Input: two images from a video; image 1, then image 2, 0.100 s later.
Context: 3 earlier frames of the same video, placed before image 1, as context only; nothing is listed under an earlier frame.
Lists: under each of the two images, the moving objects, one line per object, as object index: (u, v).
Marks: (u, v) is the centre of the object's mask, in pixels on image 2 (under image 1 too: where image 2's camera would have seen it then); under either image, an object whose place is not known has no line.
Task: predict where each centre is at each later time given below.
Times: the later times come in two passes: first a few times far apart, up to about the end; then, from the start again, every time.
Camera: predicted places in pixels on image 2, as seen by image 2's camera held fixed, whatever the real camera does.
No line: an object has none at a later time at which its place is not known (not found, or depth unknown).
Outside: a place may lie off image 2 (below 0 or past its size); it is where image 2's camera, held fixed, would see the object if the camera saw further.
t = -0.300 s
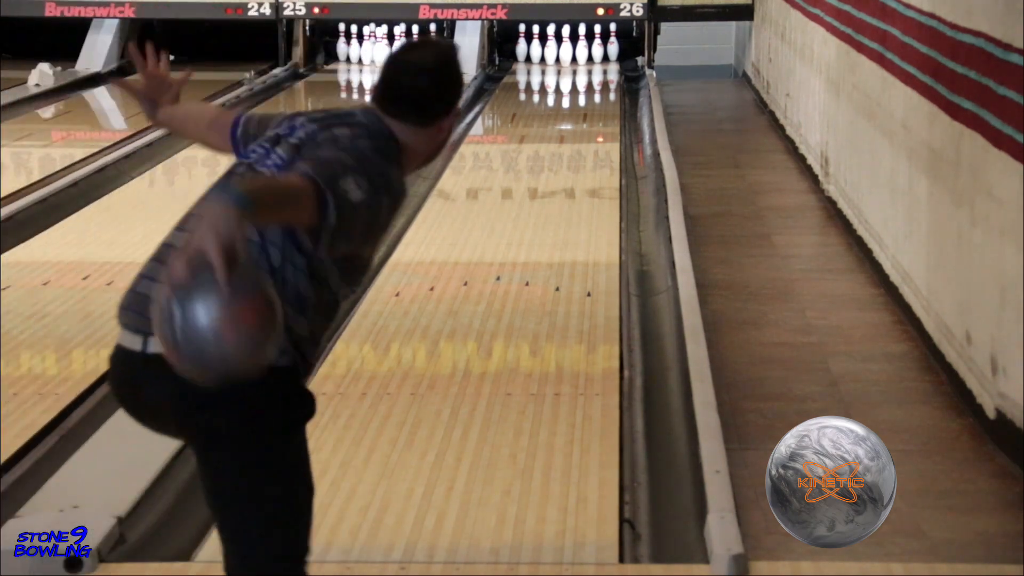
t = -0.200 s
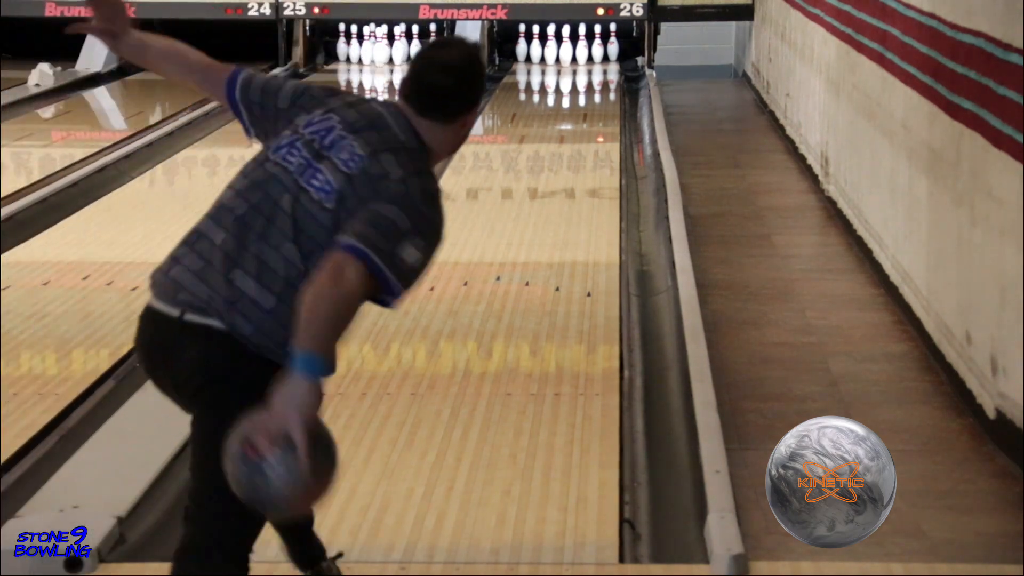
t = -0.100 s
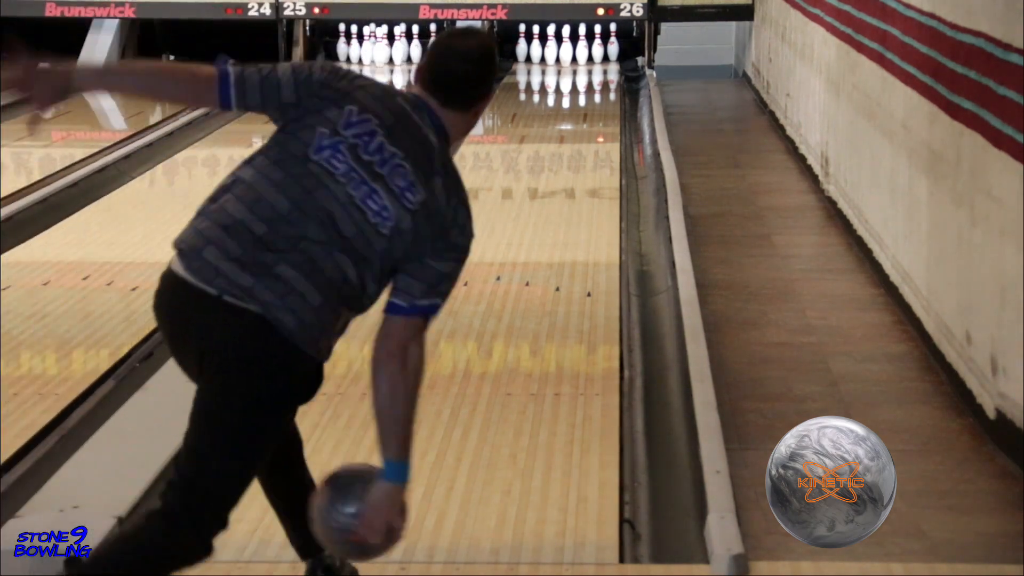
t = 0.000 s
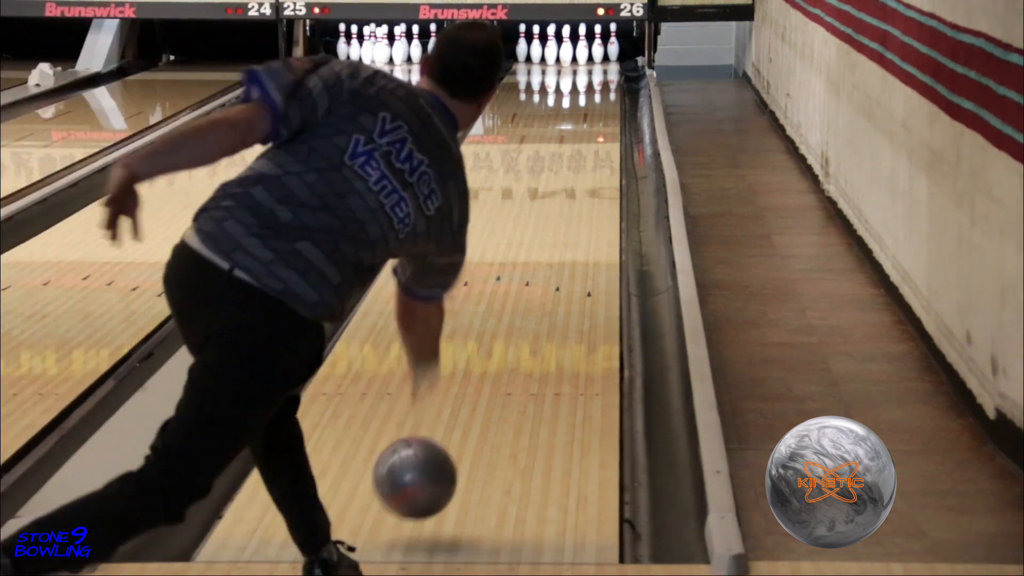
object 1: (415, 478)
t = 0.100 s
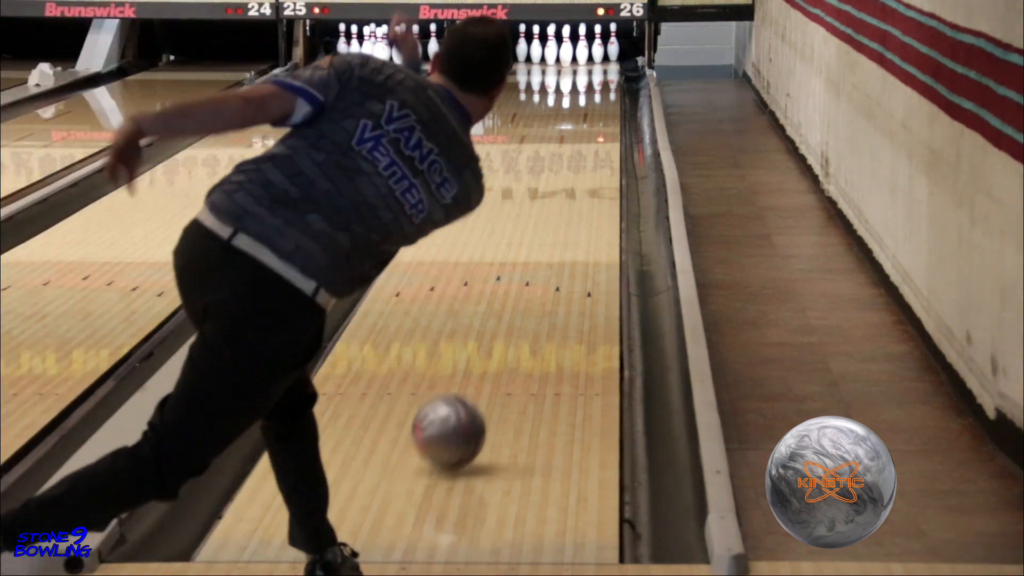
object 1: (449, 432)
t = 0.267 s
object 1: (490, 349)
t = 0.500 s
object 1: (529, 270)
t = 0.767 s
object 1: (558, 193)
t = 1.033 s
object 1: (577, 161)
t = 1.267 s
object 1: (588, 130)
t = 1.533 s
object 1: (594, 103)
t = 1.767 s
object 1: (595, 85)
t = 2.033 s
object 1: (587, 69)
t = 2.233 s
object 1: (575, 60)
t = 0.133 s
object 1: (459, 408)
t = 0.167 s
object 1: (467, 390)
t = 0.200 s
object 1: (476, 377)
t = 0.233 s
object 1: (483, 365)
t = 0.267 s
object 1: (490, 349)
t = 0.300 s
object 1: (497, 337)
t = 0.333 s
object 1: (503, 325)
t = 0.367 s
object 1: (509, 312)
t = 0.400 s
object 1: (514, 300)
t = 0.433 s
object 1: (520, 289)
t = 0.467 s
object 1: (525, 279)
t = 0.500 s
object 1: (529, 270)
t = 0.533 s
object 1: (533, 260)
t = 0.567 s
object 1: (537, 251)
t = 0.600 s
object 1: (541, 243)
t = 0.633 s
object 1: (545, 235)
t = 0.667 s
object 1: (548, 227)
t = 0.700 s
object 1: (553, 223)
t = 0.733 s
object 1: (556, 225)
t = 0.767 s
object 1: (558, 193)
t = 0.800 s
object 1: (560, 195)
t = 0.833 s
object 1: (564, 194)
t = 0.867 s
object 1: (566, 188)
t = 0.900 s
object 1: (568, 182)
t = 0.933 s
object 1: (571, 176)
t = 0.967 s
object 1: (573, 171)
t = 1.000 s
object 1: (575, 166)
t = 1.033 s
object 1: (577, 161)
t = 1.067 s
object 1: (579, 156)
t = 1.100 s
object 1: (580, 151)
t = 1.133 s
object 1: (582, 146)
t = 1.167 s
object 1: (584, 142)
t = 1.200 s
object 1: (586, 138)
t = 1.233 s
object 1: (587, 134)
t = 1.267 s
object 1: (588, 130)
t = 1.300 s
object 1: (589, 126)
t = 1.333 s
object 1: (590, 122)
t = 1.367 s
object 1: (591, 119)
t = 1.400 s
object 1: (592, 116)
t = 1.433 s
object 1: (593, 113)
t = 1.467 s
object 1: (594, 110)
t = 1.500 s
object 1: (594, 106)
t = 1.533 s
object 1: (594, 103)
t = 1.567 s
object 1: (594, 101)
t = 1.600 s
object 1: (595, 98)
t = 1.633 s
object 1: (596, 95)
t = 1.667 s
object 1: (596, 93)
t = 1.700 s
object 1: (596, 90)
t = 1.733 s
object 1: (596, 88)
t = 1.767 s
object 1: (595, 85)
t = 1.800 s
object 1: (594, 84)
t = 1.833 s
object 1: (594, 81)
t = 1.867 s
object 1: (593, 79)
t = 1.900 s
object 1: (592, 77)
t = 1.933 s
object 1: (591, 75)
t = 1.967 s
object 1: (590, 73)
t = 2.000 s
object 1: (589, 71)
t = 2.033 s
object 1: (587, 69)
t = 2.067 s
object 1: (586, 68)
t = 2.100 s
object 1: (584, 66)
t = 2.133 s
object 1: (582, 64)
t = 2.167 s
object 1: (580, 63)
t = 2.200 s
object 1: (578, 61)
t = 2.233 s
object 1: (575, 60)
